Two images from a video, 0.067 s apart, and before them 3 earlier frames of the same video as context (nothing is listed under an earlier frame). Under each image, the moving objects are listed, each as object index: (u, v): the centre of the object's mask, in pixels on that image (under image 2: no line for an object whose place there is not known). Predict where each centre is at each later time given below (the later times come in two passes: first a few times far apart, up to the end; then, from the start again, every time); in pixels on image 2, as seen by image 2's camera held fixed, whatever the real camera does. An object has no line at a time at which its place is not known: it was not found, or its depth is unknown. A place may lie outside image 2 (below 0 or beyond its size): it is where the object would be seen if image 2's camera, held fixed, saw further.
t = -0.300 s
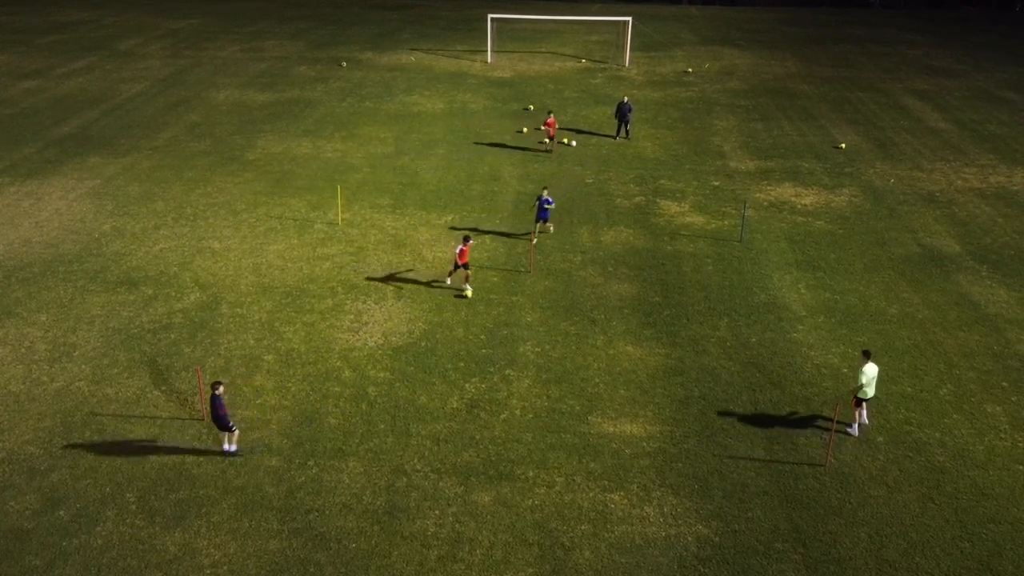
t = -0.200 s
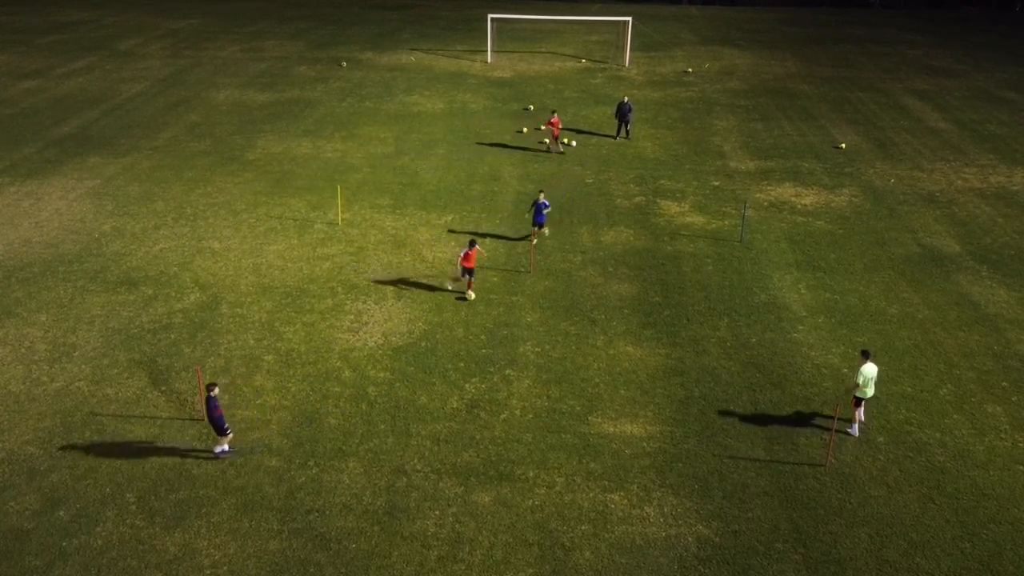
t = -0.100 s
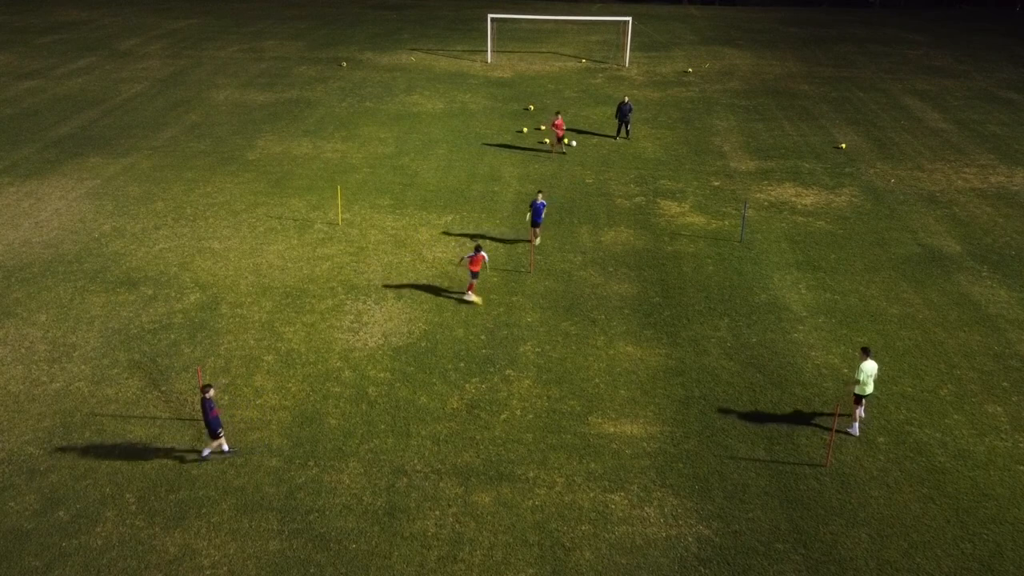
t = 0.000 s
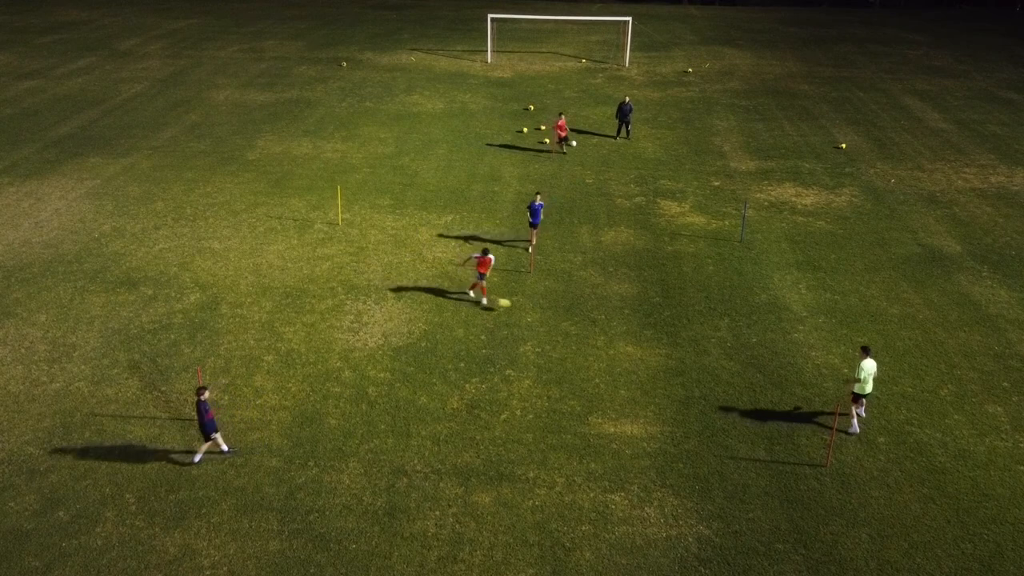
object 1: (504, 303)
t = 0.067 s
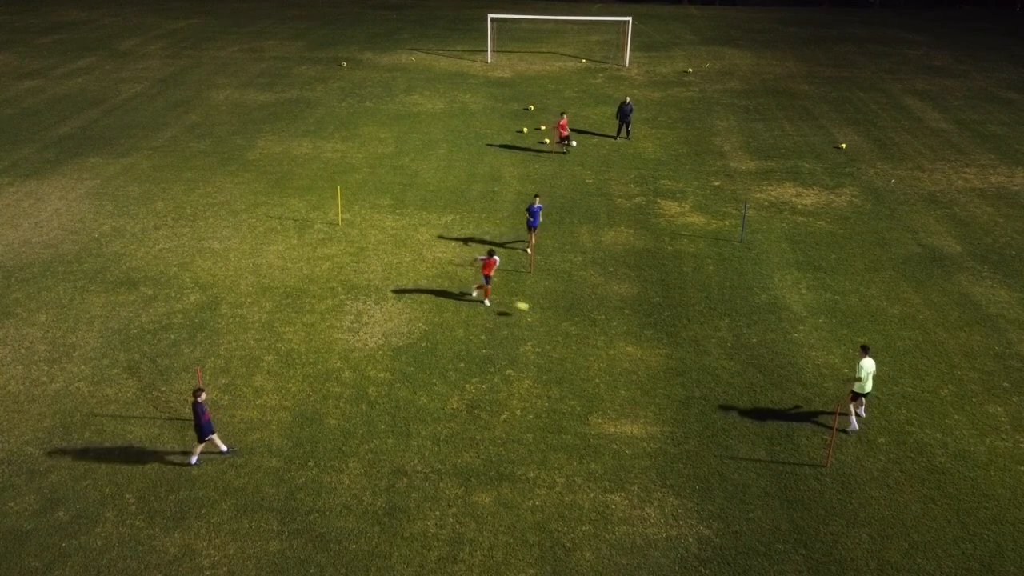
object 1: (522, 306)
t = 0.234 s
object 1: (568, 323)
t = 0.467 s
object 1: (623, 333)
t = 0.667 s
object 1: (669, 350)
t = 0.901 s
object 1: (723, 365)
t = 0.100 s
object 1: (530, 309)
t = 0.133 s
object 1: (540, 311)
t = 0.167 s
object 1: (550, 314)
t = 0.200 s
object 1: (558, 318)
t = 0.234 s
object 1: (568, 323)
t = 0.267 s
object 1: (576, 327)
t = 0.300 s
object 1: (584, 328)
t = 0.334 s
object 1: (593, 328)
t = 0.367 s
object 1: (601, 328)
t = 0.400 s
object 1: (608, 330)
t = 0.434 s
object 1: (616, 331)
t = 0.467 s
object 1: (623, 333)
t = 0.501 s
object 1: (631, 336)
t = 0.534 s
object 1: (638, 339)
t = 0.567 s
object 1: (645, 343)
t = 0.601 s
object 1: (653, 346)
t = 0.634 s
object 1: (661, 349)
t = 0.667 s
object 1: (669, 350)
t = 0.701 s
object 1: (677, 352)
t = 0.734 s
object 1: (685, 354)
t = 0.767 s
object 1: (691, 356)
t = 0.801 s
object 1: (700, 359)
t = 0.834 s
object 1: (707, 362)
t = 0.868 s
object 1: (715, 363)
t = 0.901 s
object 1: (723, 365)
